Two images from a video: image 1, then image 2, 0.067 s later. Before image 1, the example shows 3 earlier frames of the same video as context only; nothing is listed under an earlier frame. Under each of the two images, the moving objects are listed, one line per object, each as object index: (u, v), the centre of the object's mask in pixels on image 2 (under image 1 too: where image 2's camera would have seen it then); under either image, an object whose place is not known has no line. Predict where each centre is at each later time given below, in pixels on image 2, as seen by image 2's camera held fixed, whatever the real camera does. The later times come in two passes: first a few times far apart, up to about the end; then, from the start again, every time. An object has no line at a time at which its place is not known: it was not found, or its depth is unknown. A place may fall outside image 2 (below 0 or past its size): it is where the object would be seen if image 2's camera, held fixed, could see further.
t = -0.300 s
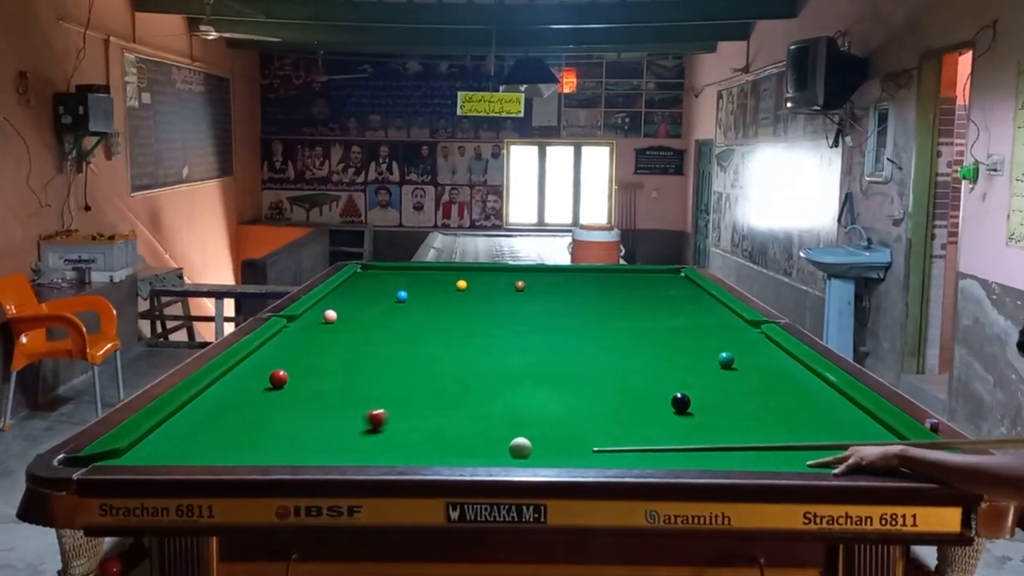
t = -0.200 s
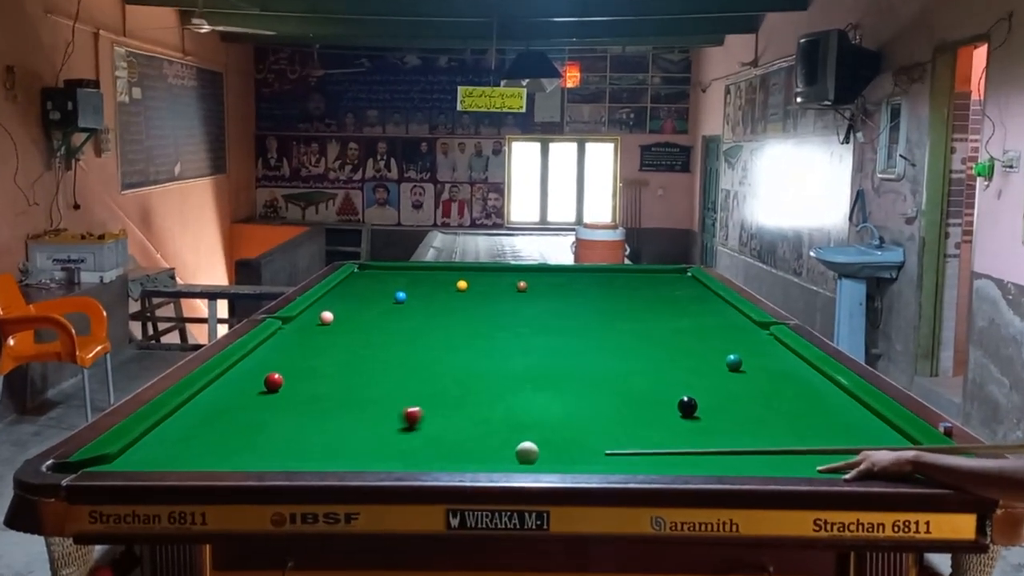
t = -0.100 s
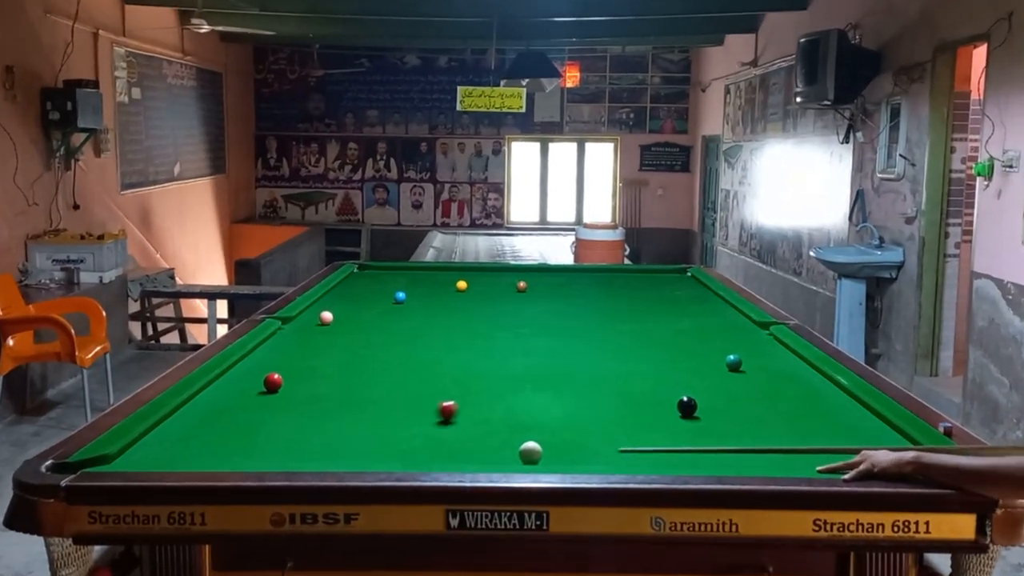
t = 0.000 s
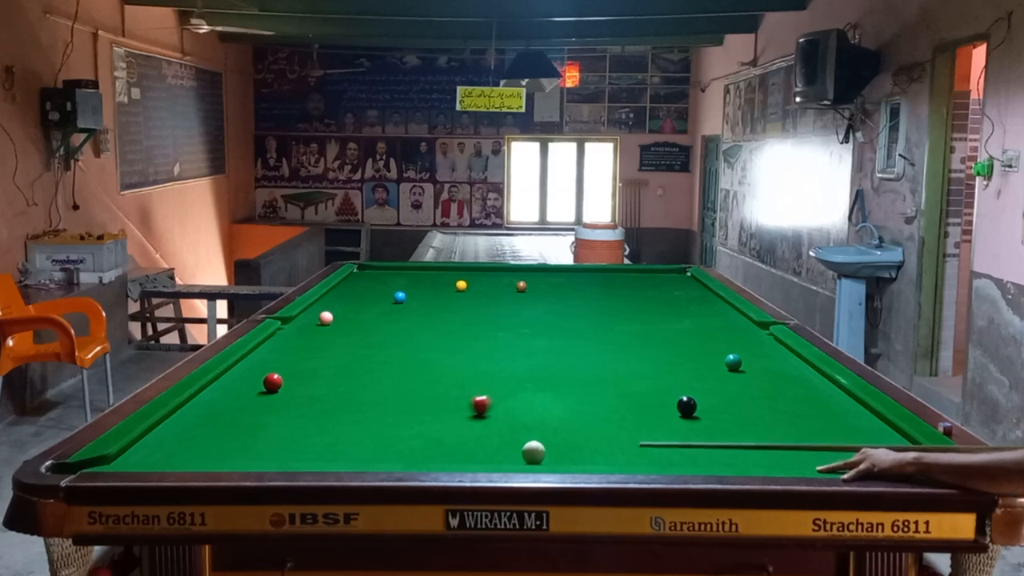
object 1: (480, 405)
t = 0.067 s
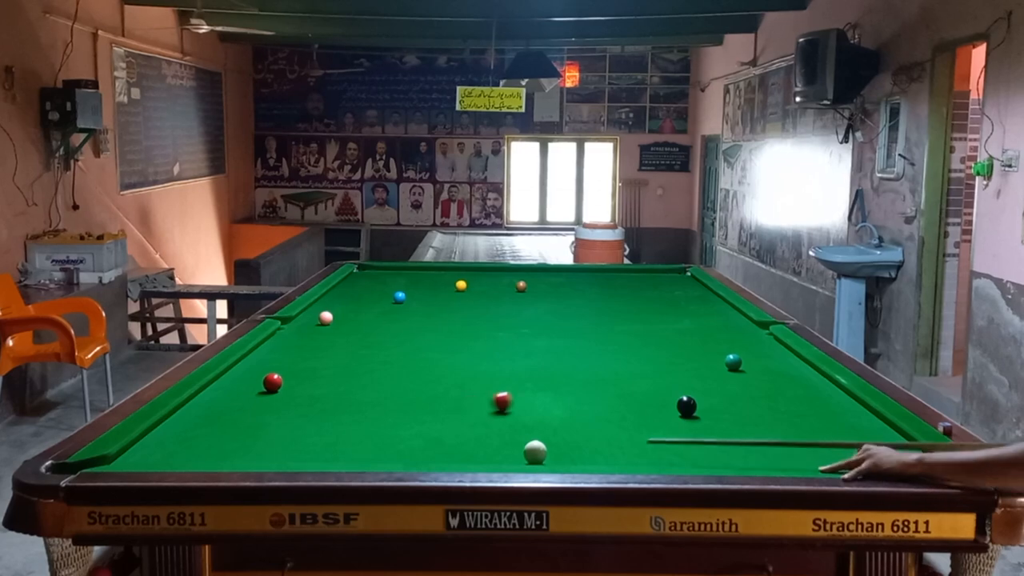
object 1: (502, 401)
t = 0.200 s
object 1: (542, 395)
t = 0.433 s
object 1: (606, 384)
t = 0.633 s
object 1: (656, 375)
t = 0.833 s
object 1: (700, 369)
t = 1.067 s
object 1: (739, 364)
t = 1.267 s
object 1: (760, 365)
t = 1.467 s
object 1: (780, 365)
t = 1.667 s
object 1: (800, 365)
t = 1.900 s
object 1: (795, 364)
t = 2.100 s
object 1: (784, 363)
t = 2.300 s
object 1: (773, 363)
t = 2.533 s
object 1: (763, 362)
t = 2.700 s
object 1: (757, 362)
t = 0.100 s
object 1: (512, 400)
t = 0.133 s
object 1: (522, 398)
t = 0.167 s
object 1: (532, 396)
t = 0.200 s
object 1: (542, 395)
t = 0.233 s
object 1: (552, 393)
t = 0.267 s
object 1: (561, 391)
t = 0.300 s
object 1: (570, 390)
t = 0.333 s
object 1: (579, 388)
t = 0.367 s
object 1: (588, 387)
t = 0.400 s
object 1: (597, 385)
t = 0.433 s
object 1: (606, 384)
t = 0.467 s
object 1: (615, 382)
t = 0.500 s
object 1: (623, 381)
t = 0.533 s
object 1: (631, 380)
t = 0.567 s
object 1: (639, 378)
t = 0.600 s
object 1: (647, 377)
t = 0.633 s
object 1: (656, 375)
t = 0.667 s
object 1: (663, 374)
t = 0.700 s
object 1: (670, 373)
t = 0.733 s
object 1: (678, 372)
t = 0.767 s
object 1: (686, 371)
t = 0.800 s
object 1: (693, 370)
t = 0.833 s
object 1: (700, 369)
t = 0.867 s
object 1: (707, 368)
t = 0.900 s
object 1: (714, 366)
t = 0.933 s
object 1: (721, 366)
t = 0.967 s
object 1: (728, 365)
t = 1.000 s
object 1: (731, 365)
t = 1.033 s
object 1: (735, 365)
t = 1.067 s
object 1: (739, 364)
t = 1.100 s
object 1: (742, 364)
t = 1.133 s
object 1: (746, 364)
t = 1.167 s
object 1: (749, 364)
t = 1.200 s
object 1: (753, 365)
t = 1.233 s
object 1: (757, 365)
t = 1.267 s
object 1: (760, 365)
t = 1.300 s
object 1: (764, 365)
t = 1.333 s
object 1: (767, 365)
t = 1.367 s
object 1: (771, 365)
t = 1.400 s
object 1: (774, 365)
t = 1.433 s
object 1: (777, 365)
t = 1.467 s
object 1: (780, 365)
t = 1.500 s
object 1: (784, 365)
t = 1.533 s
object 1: (787, 365)
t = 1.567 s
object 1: (790, 365)
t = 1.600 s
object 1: (793, 365)
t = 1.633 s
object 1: (797, 365)
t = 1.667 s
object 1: (800, 365)
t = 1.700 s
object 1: (803, 365)
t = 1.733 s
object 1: (806, 365)
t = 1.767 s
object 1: (804, 365)
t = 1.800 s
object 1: (802, 365)
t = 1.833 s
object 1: (800, 365)
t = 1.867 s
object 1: (798, 364)
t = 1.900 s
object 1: (795, 364)
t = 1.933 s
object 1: (793, 364)
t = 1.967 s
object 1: (791, 364)
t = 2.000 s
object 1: (789, 364)
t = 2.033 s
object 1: (787, 364)
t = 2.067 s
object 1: (785, 364)
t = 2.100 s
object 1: (784, 363)
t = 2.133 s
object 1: (782, 363)
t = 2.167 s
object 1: (780, 363)
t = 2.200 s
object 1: (778, 363)
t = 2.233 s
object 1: (776, 363)
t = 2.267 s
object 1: (775, 363)
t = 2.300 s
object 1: (773, 363)
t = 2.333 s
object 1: (772, 363)
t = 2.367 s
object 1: (770, 363)
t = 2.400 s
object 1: (768, 363)
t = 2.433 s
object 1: (767, 363)
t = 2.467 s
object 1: (766, 362)
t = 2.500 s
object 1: (764, 362)
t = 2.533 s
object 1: (763, 362)
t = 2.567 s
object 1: (762, 362)
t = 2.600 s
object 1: (760, 362)
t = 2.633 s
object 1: (759, 362)
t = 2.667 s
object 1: (758, 362)
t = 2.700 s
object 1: (757, 362)
